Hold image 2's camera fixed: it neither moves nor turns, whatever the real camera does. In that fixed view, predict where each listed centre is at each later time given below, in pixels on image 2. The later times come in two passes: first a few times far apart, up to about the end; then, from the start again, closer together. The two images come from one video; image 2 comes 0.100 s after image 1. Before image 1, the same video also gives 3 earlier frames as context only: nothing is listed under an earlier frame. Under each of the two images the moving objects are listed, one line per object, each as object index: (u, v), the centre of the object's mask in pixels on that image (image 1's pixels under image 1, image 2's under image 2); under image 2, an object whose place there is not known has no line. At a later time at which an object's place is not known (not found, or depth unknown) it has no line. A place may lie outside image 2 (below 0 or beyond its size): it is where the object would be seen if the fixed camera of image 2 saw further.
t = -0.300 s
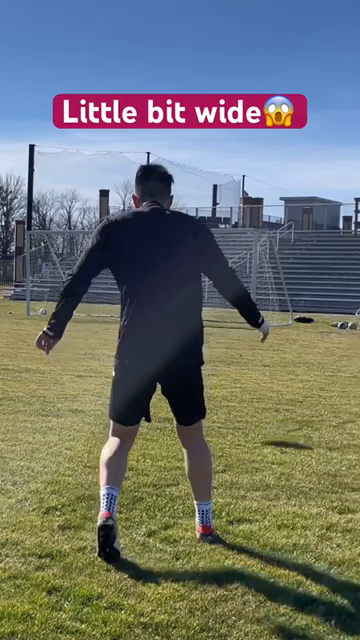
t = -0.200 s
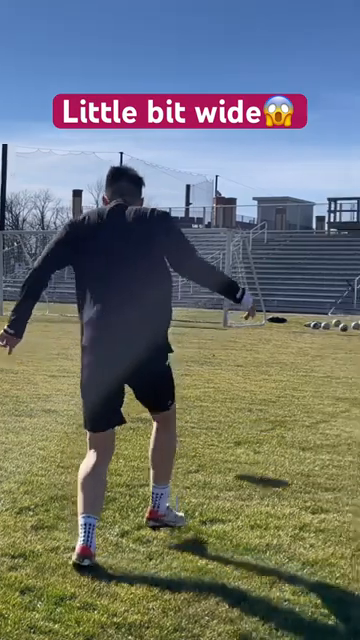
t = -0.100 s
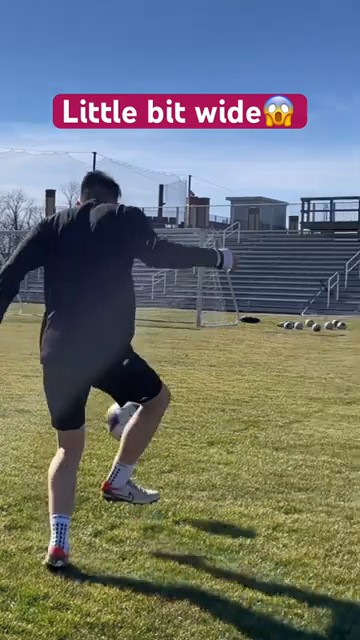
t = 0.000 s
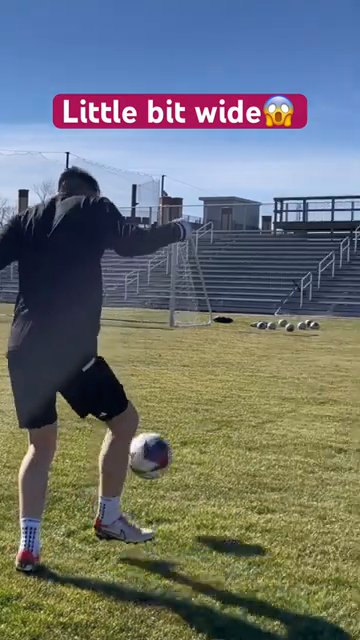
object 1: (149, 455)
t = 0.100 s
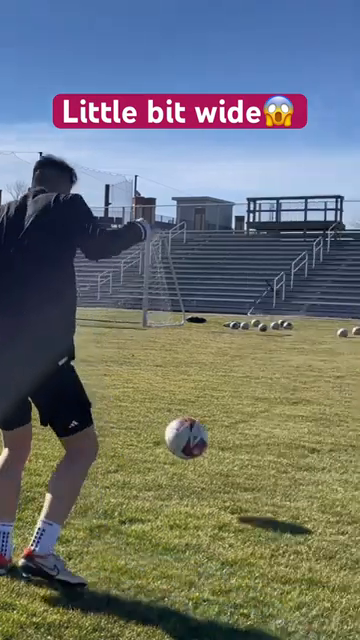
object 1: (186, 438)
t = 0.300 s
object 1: (286, 458)
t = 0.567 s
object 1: (352, 444)
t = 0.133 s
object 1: (205, 436)
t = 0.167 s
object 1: (223, 437)
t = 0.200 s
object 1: (240, 439)
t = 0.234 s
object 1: (256, 443)
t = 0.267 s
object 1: (271, 449)
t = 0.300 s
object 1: (286, 458)
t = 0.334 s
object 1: (298, 457)
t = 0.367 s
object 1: (306, 451)
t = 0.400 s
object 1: (314, 444)
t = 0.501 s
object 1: (337, 440)
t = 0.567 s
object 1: (352, 444)
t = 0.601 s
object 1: (358, 443)
